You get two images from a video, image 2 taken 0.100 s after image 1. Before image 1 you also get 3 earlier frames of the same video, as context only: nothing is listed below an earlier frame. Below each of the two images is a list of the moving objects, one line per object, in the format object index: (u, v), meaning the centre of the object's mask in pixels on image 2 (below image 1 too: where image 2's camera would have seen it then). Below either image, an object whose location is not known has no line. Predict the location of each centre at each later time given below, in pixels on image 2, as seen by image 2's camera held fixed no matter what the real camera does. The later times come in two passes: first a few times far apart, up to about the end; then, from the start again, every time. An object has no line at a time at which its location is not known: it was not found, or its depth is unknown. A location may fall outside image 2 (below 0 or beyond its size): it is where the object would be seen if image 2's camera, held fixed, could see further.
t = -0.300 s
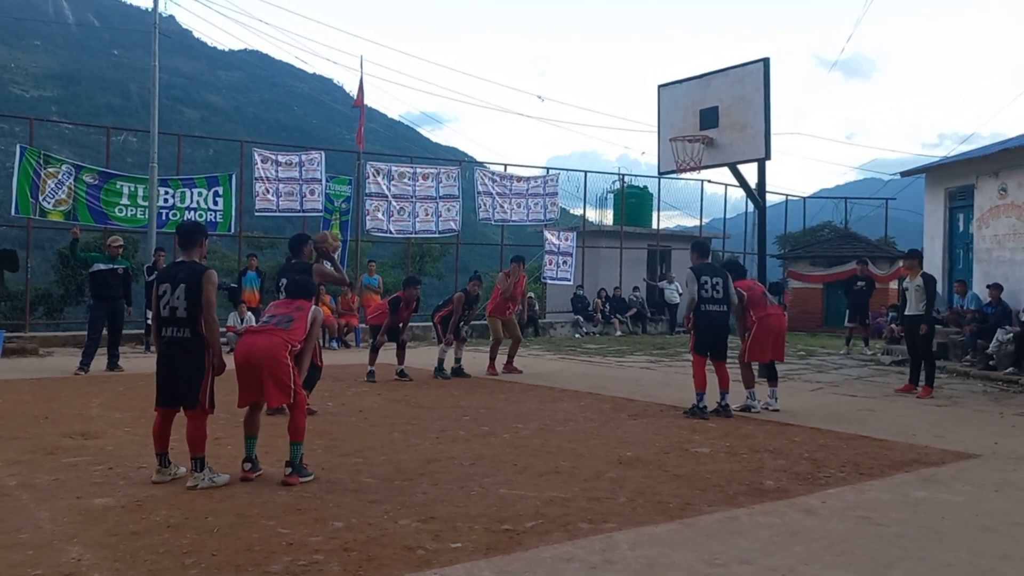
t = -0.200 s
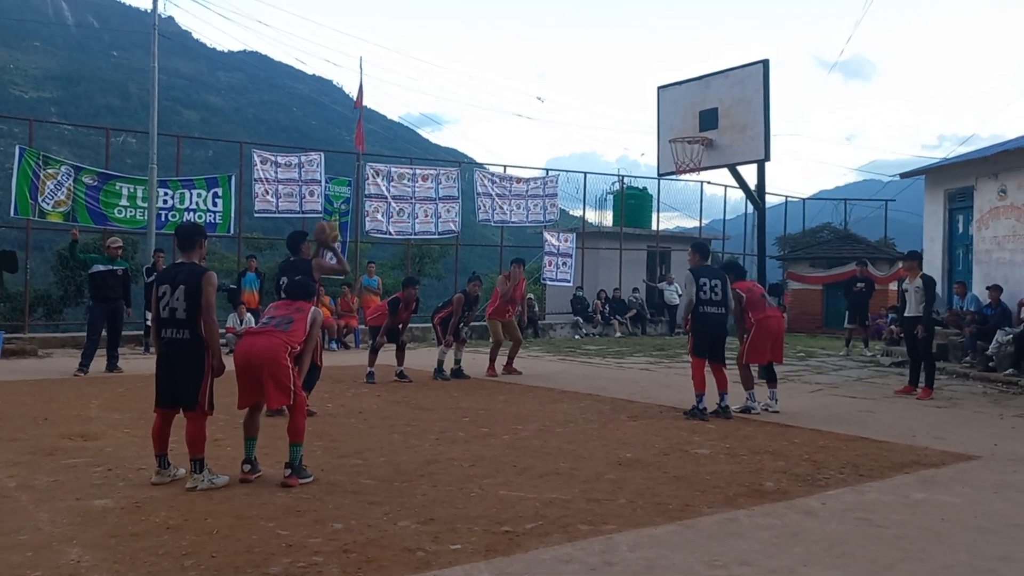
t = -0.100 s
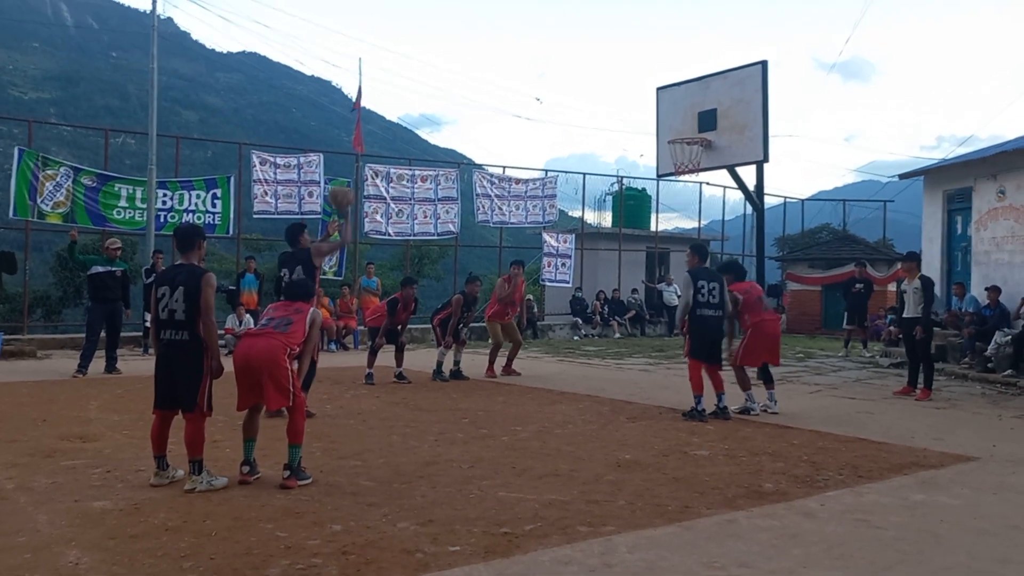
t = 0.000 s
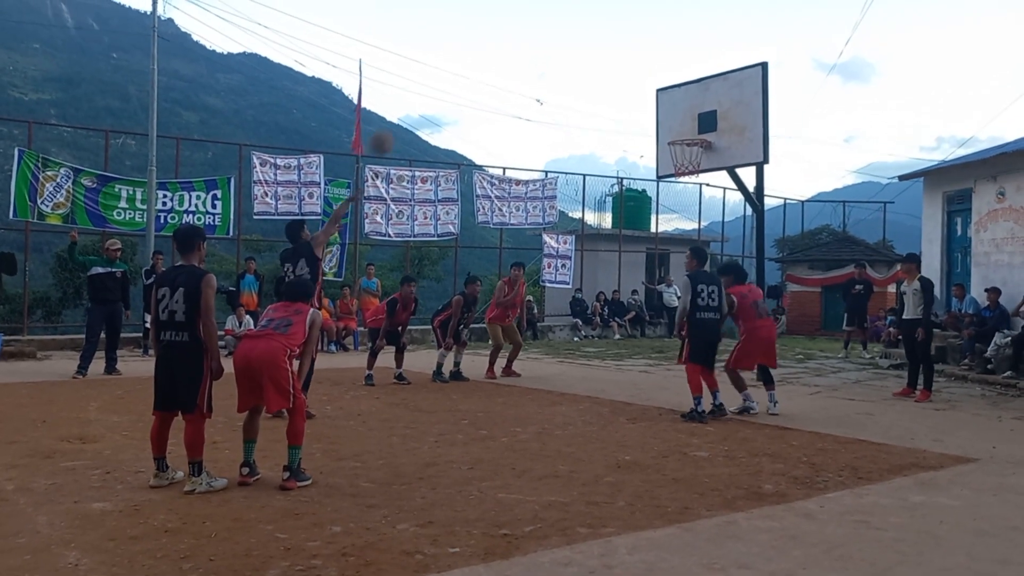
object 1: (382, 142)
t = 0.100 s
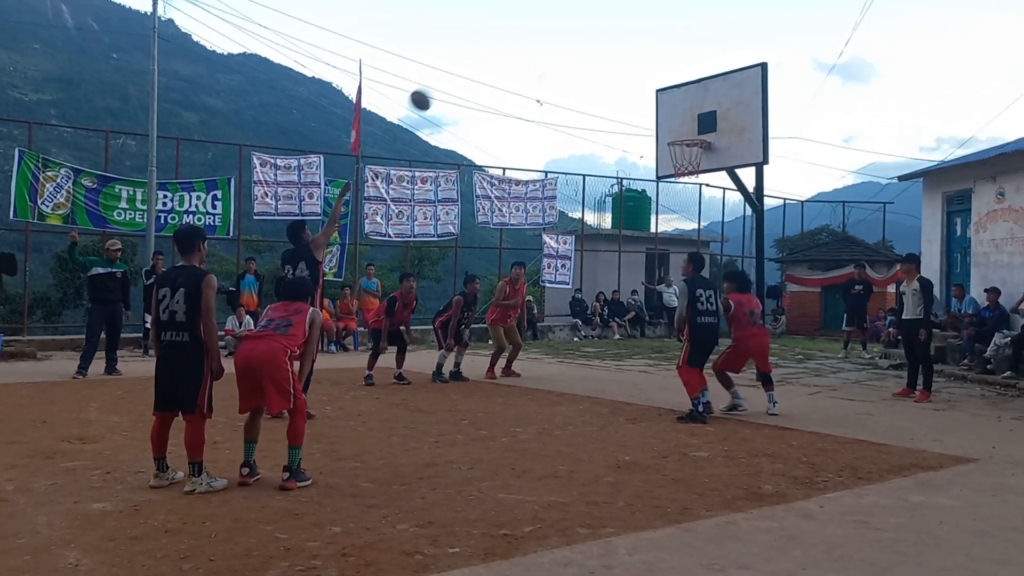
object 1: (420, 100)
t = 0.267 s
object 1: (480, 53)
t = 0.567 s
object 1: (573, 37)
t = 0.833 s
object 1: (643, 86)
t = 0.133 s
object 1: (432, 88)
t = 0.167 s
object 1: (445, 78)
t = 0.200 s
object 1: (457, 68)
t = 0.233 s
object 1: (469, 60)
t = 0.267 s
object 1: (480, 53)
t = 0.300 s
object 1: (491, 47)
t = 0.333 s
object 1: (502, 42)
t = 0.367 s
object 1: (513, 39)
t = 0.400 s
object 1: (524, 36)
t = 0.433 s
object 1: (534, 35)
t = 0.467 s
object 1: (544, 34)
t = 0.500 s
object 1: (554, 34)
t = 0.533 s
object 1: (564, 35)
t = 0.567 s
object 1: (573, 37)
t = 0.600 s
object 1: (583, 40)
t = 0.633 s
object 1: (592, 45)
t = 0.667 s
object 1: (601, 49)
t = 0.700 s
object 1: (610, 56)
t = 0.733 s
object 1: (618, 62)
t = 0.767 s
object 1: (627, 70)
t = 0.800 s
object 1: (635, 77)
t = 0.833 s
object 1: (643, 86)
